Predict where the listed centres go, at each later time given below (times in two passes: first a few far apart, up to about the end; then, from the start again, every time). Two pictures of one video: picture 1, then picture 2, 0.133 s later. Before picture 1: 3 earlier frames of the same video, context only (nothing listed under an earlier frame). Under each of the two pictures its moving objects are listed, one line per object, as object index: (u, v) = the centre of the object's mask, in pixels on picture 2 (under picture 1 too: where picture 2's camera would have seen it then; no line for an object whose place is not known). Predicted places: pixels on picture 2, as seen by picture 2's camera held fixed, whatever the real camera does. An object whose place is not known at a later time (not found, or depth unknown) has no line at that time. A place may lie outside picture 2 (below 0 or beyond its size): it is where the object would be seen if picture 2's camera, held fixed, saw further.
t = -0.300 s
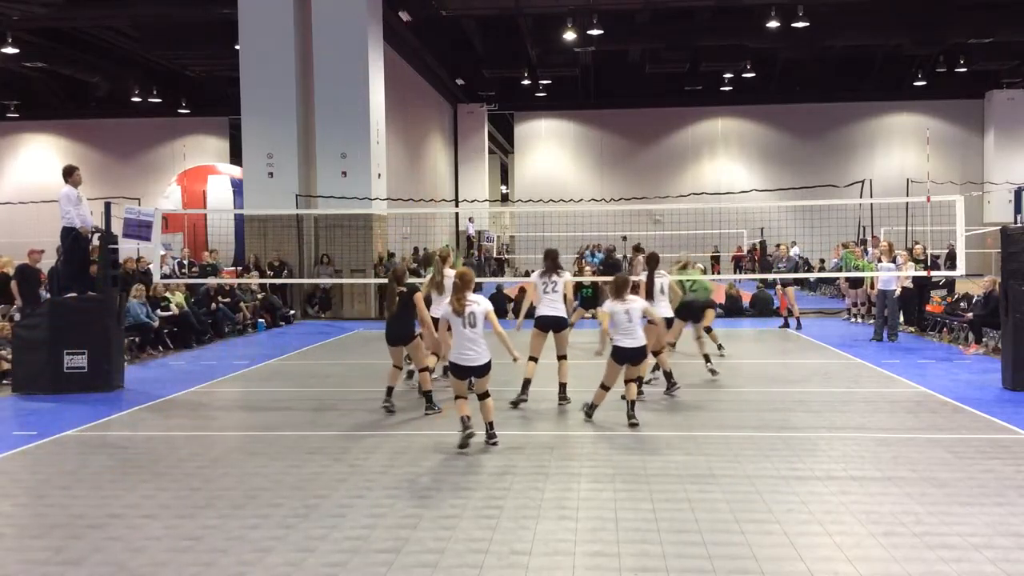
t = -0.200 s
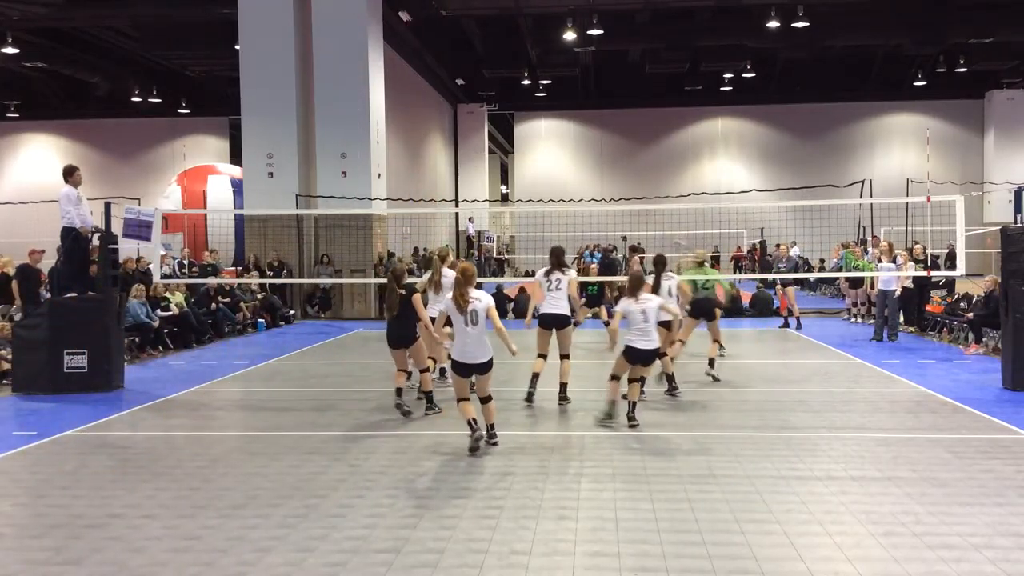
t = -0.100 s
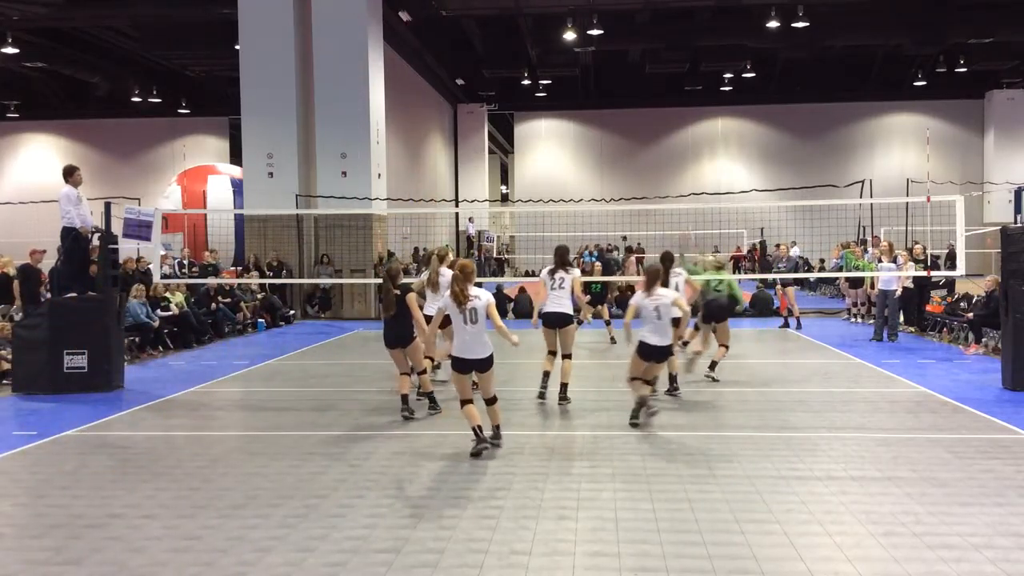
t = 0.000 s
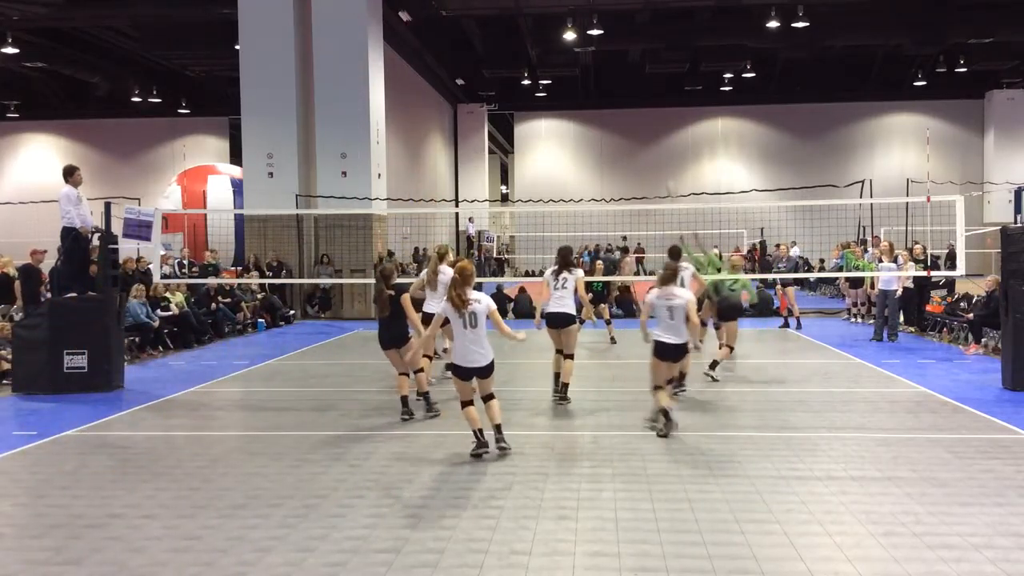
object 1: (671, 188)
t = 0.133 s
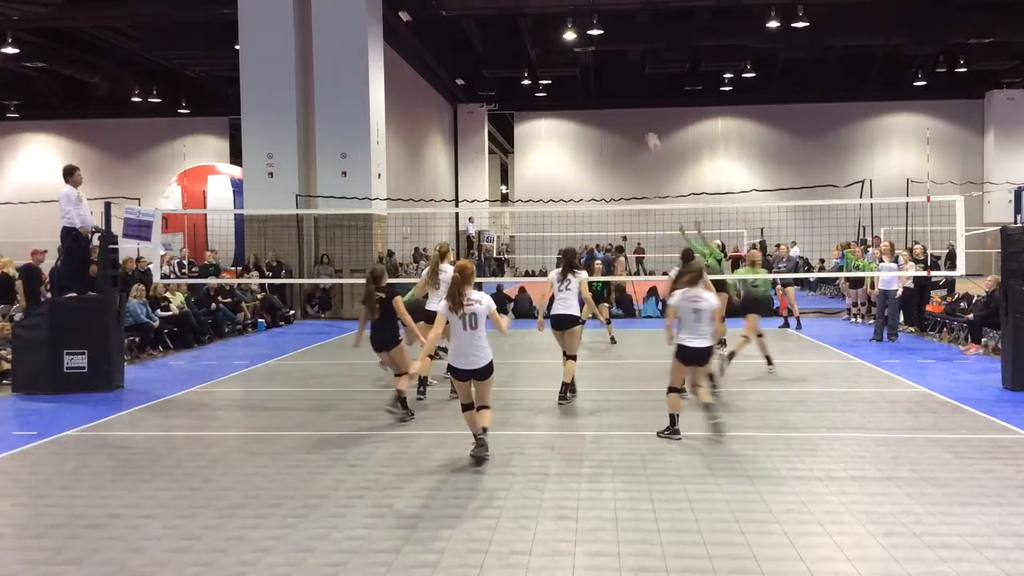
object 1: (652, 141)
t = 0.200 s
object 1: (643, 123)
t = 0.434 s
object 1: (606, 75)
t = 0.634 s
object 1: (575, 61)
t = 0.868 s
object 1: (537, 80)
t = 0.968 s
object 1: (521, 99)
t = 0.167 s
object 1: (648, 132)
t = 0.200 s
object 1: (643, 123)
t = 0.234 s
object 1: (637, 114)
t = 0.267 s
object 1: (632, 105)
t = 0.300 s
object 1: (627, 98)
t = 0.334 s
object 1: (622, 91)
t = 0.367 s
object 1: (617, 85)
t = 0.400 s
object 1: (612, 80)
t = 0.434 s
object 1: (606, 75)
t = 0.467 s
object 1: (601, 71)
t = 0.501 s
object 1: (596, 67)
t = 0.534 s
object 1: (591, 65)
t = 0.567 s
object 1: (586, 63)
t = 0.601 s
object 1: (580, 62)
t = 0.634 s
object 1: (575, 61)
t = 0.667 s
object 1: (570, 62)
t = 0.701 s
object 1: (564, 63)
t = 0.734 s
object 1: (559, 65)
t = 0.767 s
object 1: (553, 67)
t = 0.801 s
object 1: (548, 71)
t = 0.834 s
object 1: (543, 74)
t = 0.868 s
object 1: (537, 80)
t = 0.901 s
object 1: (532, 86)
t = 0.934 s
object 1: (526, 93)
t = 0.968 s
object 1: (521, 99)
